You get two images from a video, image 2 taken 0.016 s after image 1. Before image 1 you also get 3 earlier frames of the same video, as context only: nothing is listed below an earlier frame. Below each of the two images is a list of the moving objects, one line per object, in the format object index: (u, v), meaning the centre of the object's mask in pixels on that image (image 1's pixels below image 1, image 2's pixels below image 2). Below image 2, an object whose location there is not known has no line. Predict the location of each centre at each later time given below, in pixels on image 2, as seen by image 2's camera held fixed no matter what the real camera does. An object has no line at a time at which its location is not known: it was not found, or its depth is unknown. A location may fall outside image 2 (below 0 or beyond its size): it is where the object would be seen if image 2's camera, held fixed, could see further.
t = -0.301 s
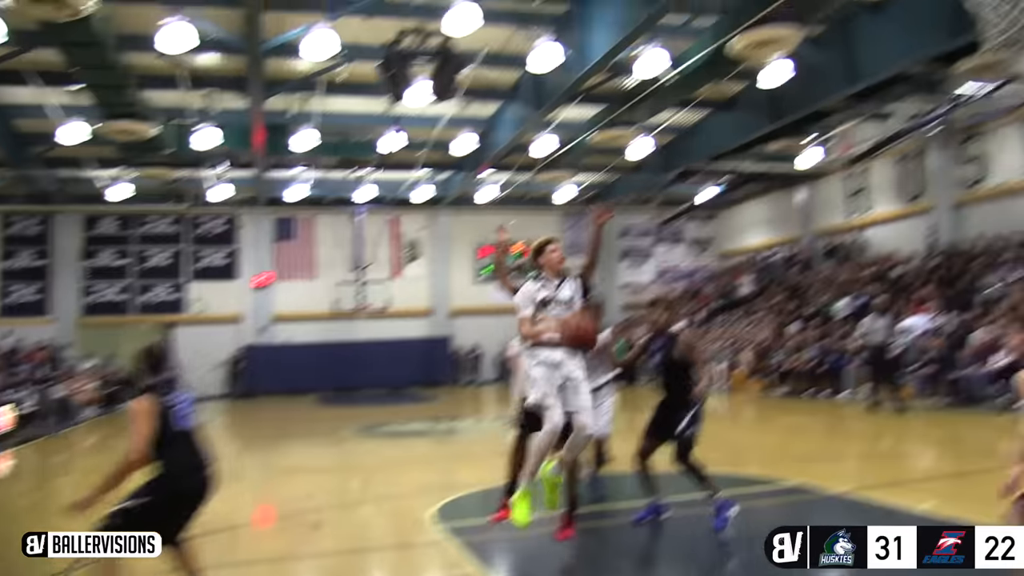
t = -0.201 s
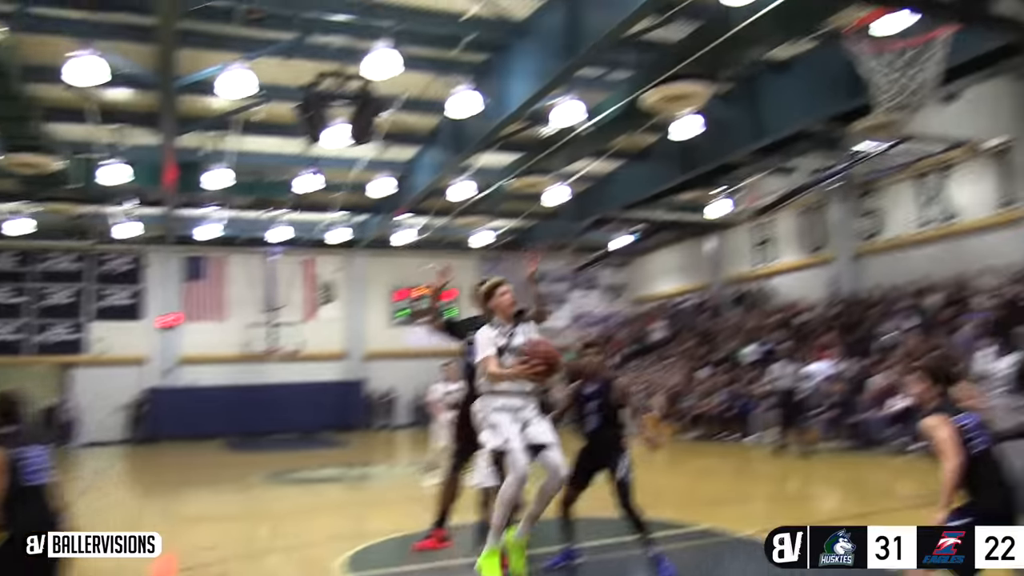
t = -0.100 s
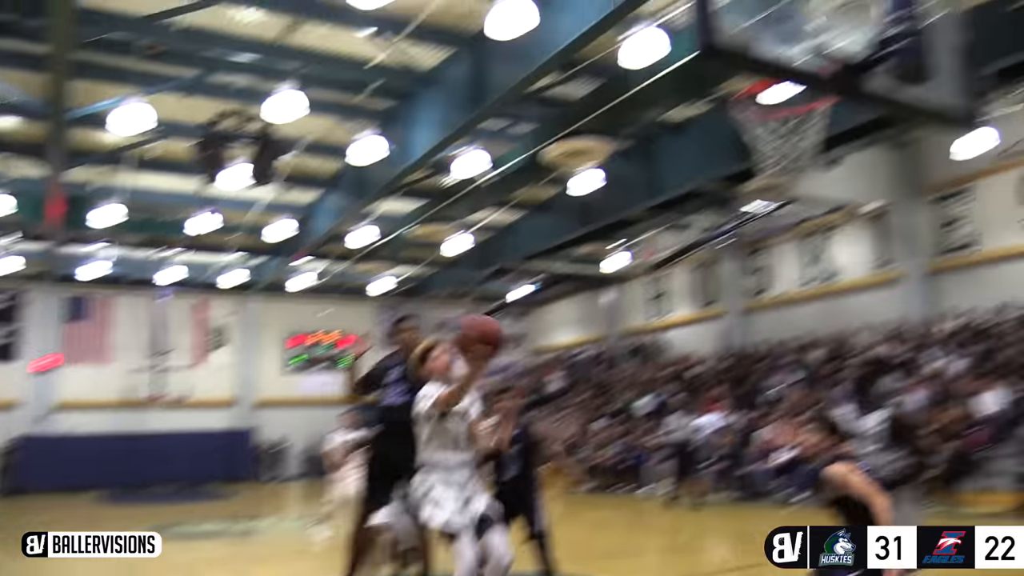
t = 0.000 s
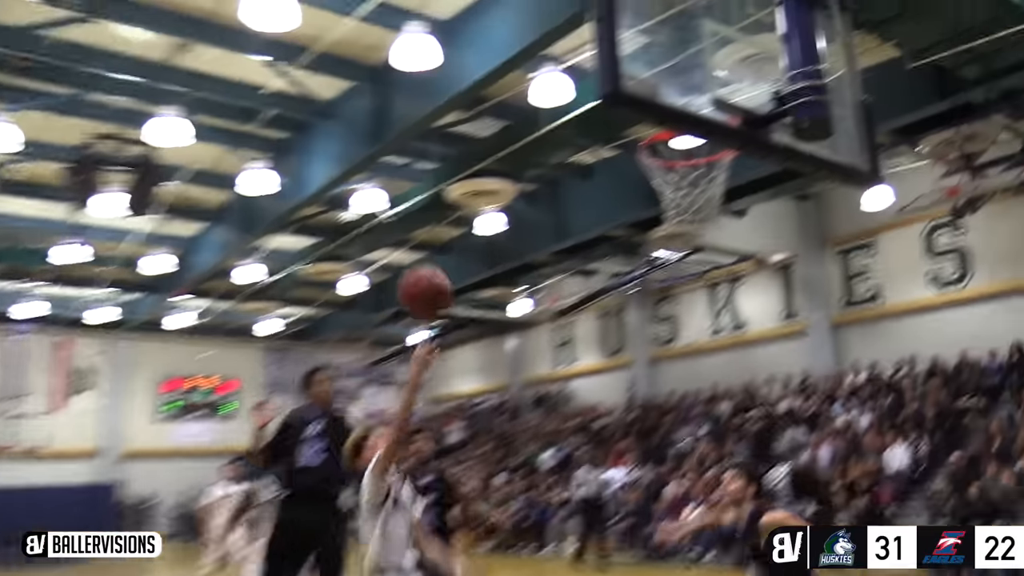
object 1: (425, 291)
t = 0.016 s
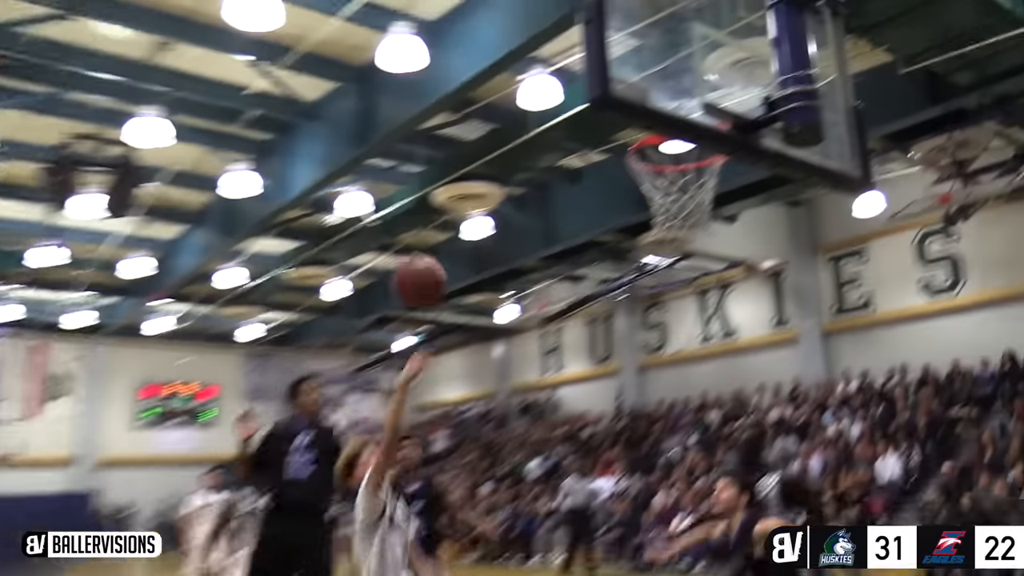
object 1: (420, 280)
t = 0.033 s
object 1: (428, 265)
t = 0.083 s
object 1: (457, 228)
